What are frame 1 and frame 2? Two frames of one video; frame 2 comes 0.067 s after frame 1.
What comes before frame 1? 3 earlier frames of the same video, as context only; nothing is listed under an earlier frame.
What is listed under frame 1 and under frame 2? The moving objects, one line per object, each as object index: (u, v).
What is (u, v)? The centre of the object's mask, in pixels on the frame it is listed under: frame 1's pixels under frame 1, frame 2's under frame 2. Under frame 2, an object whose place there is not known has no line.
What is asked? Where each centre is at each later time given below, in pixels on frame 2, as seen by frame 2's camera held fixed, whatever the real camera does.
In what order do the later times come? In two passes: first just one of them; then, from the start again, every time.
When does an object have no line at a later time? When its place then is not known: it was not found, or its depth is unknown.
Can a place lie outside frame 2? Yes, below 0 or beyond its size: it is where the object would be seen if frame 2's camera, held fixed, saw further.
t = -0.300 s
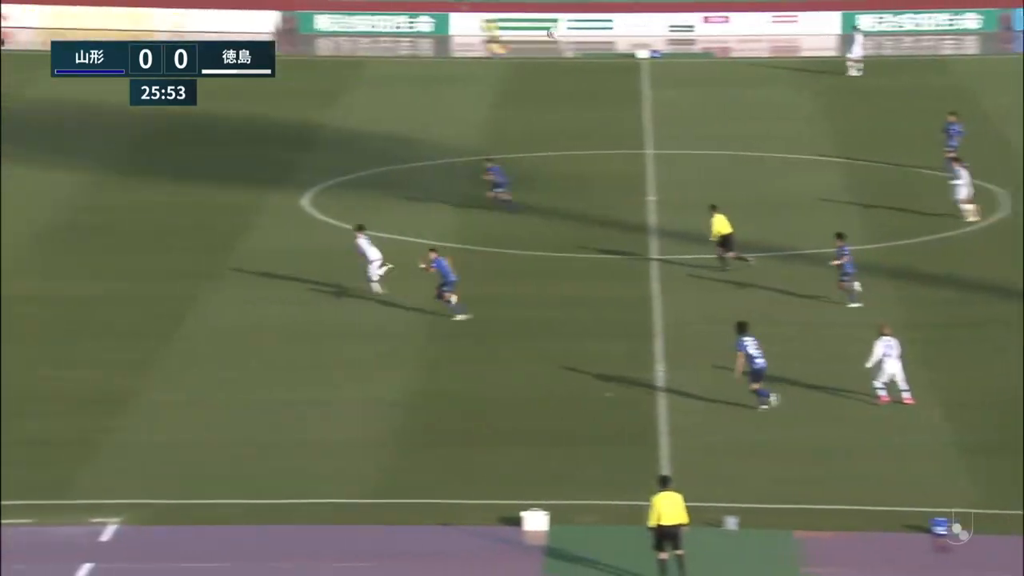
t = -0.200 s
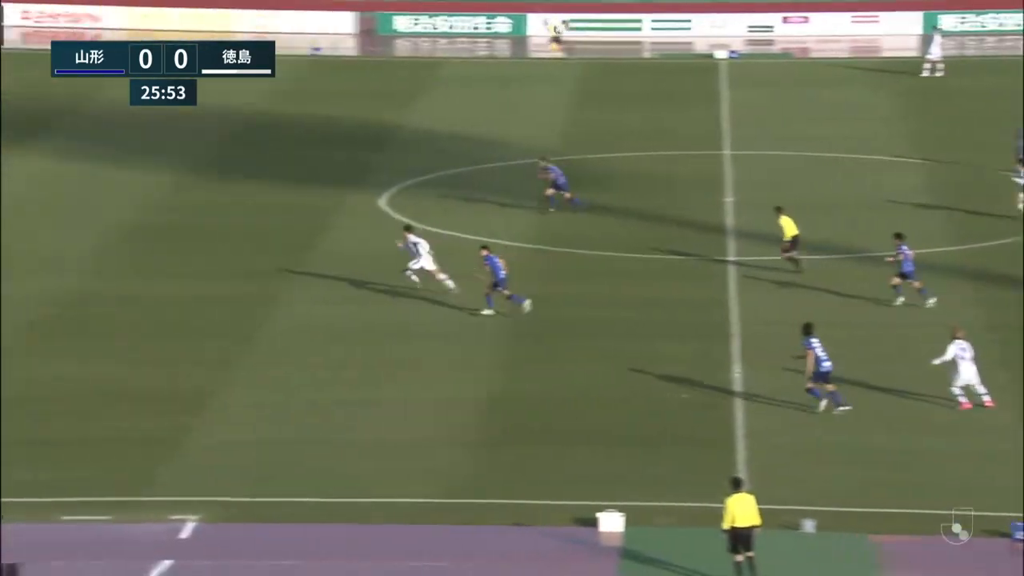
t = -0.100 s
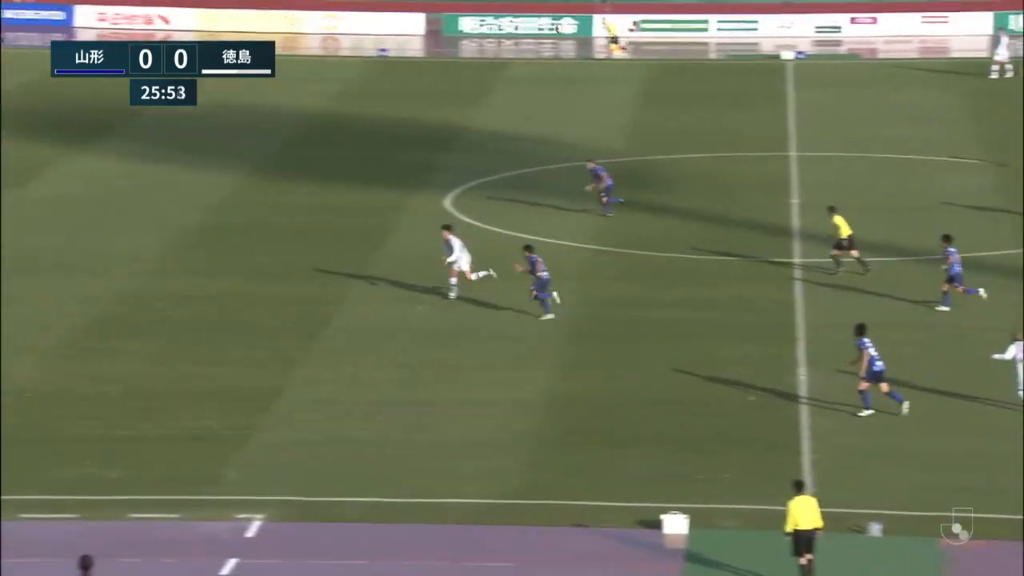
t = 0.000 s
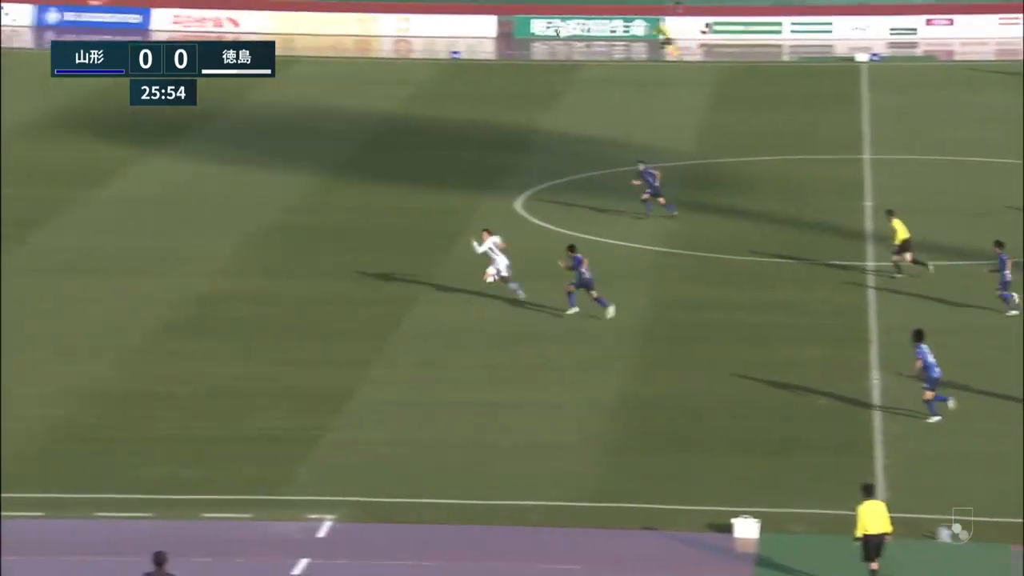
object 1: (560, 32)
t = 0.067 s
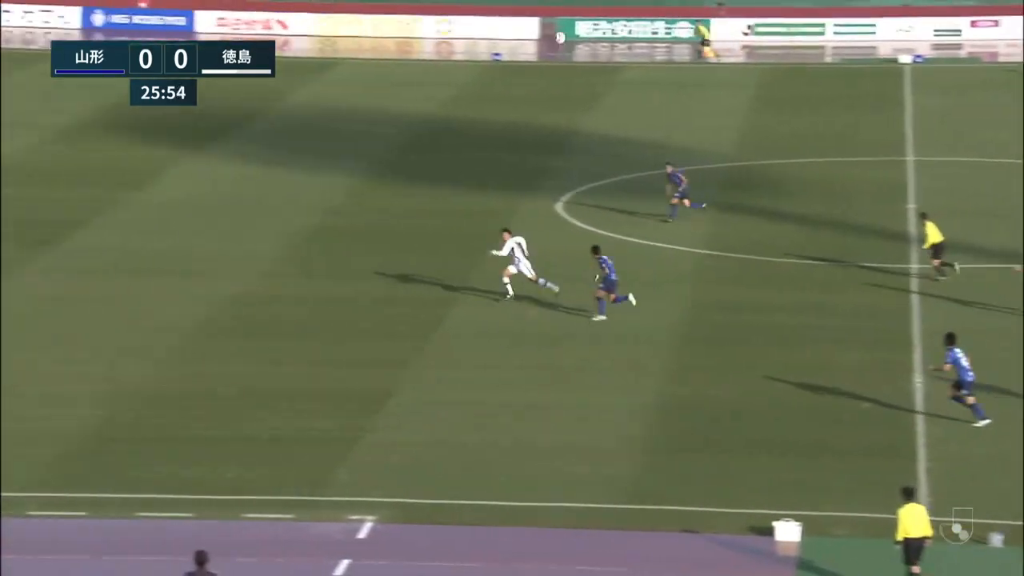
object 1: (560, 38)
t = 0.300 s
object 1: (421, 55)
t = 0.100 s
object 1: (541, 38)
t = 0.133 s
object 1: (517, 42)
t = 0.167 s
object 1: (495, 45)
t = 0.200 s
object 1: (477, 46)
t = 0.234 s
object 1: (455, 49)
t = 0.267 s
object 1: (438, 54)
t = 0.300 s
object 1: (421, 55)
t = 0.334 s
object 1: (401, 60)
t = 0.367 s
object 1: (380, 65)
